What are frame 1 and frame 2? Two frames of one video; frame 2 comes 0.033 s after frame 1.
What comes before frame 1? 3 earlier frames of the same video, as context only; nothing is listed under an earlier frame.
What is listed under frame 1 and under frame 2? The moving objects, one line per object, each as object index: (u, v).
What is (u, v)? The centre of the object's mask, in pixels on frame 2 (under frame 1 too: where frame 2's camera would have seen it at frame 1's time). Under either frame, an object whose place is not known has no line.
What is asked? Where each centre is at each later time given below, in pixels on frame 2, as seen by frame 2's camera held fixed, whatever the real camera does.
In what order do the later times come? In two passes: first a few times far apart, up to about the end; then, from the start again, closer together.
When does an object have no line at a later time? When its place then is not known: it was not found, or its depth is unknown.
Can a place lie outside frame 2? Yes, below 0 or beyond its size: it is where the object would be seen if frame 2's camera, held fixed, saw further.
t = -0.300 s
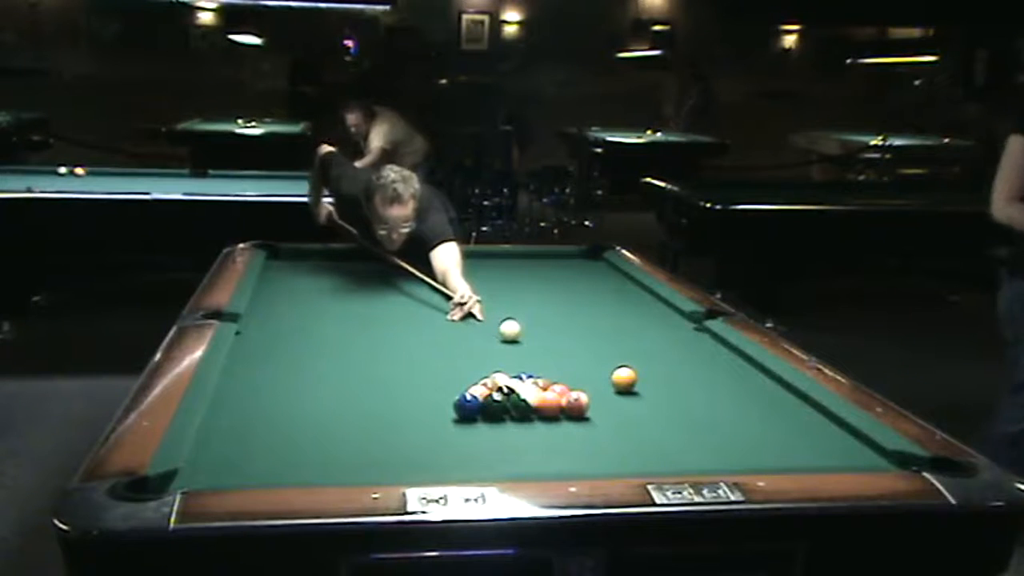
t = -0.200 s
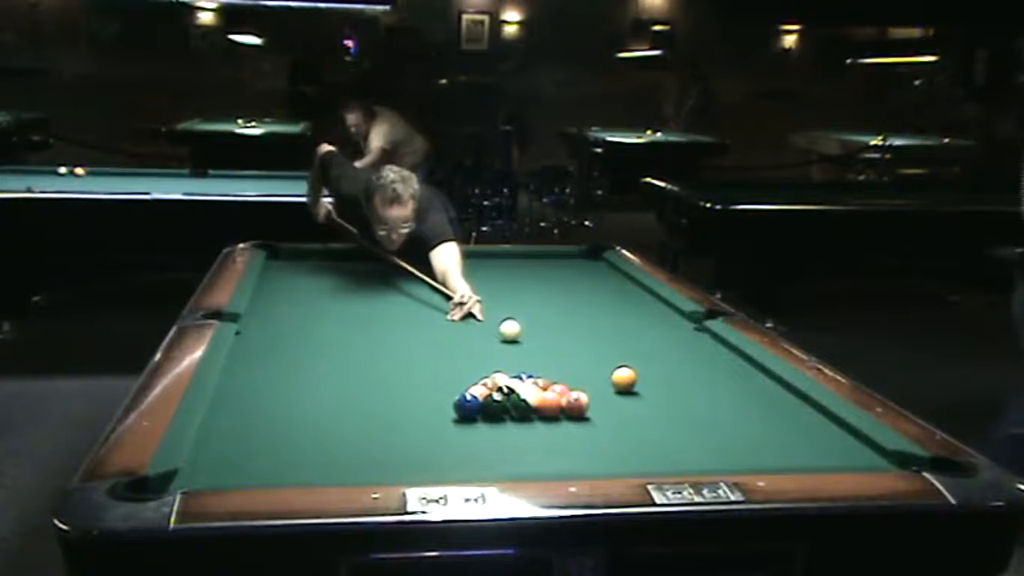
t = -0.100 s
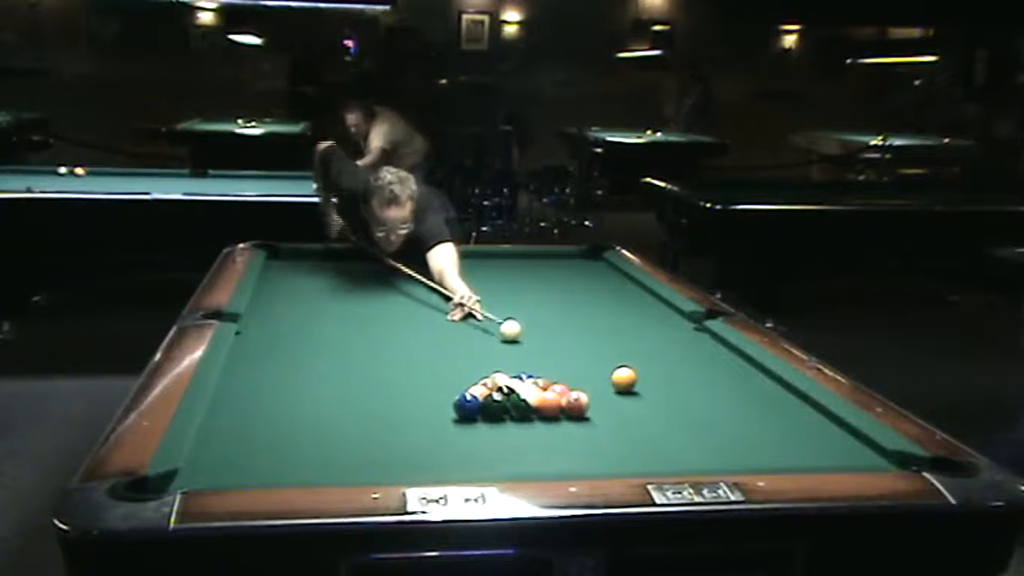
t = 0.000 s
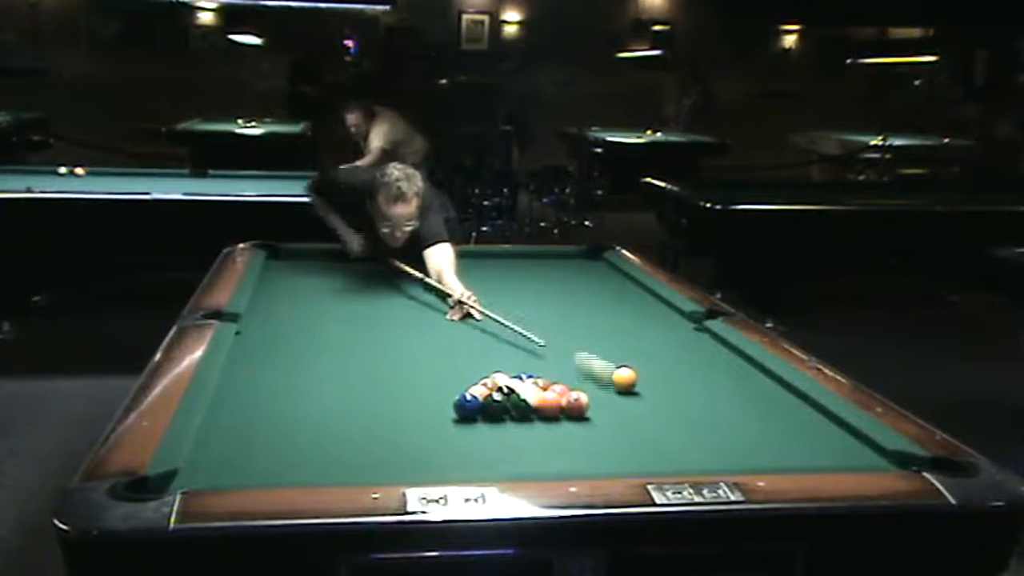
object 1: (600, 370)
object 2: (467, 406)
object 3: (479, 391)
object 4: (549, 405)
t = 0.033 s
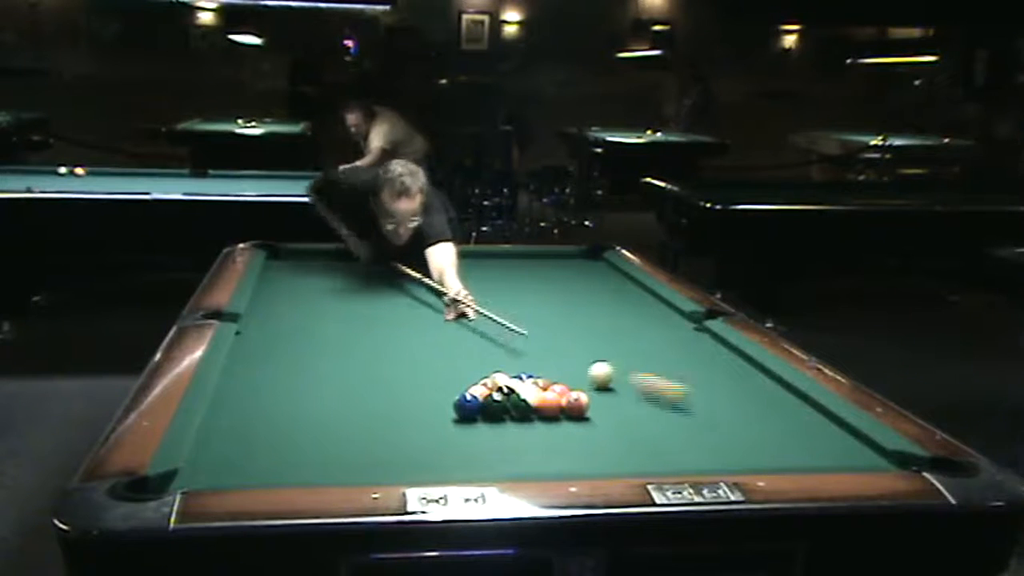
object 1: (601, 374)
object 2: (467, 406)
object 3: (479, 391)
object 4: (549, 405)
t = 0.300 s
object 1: (573, 386)
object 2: (461, 407)
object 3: (466, 390)
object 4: (551, 408)
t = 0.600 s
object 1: (614, 406)
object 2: (442, 411)
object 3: (431, 389)
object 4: (556, 419)
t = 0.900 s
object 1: (688, 431)
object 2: (426, 417)
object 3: (402, 388)
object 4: (561, 429)
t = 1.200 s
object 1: (761, 455)
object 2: (412, 420)
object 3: (375, 384)
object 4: (565, 438)
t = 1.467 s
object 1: (787, 454)
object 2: (402, 424)
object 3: (354, 381)
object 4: (569, 447)
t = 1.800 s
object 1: (797, 447)
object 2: (392, 426)
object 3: (332, 378)
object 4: (574, 454)
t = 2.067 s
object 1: (804, 439)
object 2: (388, 427)
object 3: (317, 376)
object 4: (577, 454)
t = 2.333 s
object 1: (809, 433)
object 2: (384, 429)
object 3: (303, 375)
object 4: (577, 458)
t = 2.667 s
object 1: (815, 427)
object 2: (383, 429)
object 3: (288, 373)
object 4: (582, 462)
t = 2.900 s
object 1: (819, 423)
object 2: (383, 430)
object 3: (281, 373)
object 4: (580, 461)
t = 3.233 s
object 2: (383, 429)
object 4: (579, 460)
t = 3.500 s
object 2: (383, 429)
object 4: (579, 460)
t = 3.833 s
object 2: (383, 429)
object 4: (579, 460)
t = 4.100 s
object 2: (383, 429)
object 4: (579, 460)
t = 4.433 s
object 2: (383, 430)
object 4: (579, 460)
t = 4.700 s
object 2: (383, 430)
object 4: (579, 460)
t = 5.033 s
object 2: (383, 430)
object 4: (579, 460)
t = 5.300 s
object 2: (383, 429)
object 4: (579, 460)
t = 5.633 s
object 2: (383, 429)
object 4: (579, 460)
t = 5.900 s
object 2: (384, 429)
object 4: (579, 460)
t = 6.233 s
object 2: (383, 429)
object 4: (579, 460)
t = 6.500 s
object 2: (383, 430)
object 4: (579, 460)
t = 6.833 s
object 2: (383, 430)
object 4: (579, 460)
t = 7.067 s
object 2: (383, 430)
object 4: (579, 460)
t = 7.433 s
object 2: (383, 430)
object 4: (579, 460)
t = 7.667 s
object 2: (383, 430)
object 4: (579, 460)
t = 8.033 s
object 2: (383, 430)
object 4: (579, 460)
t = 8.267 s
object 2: (383, 431)
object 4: (579, 460)
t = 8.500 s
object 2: (383, 431)
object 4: (579, 460)
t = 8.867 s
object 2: (383, 431)
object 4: (579, 460)
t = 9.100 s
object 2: (383, 430)
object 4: (579, 460)
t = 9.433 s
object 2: (383, 430)
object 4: (579, 460)
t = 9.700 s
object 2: (383, 430)
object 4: (579, 460)
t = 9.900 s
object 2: (383, 430)
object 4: (579, 460)
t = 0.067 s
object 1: (594, 377)
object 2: (467, 406)
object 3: (479, 391)
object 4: (549, 405)
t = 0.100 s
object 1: (587, 378)
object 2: (467, 406)
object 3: (479, 391)
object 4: (549, 405)
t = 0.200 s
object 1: (570, 382)
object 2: (467, 406)
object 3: (479, 391)
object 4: (547, 405)
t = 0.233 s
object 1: (569, 383)
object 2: (465, 406)
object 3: (477, 391)
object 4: (550, 406)
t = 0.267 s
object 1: (572, 385)
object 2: (463, 406)
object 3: (473, 391)
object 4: (550, 407)
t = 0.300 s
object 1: (573, 386)
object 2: (461, 407)
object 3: (466, 390)
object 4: (551, 408)
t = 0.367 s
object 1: (578, 390)
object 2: (456, 407)
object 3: (459, 390)
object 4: (552, 410)
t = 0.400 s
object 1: (581, 393)
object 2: (454, 408)
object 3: (455, 389)
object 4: (552, 411)
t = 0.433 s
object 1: (584, 395)
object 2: (451, 408)
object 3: (451, 389)
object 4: (554, 412)
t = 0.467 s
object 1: (589, 397)
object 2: (449, 409)
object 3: (447, 389)
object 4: (554, 413)
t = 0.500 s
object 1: (594, 399)
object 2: (447, 409)
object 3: (442, 389)
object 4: (555, 415)
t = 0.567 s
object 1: (607, 403)
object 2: (445, 411)
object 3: (435, 390)
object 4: (556, 417)
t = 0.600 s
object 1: (614, 406)
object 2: (442, 411)
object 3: (431, 389)
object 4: (556, 419)
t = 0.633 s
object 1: (621, 409)
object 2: (441, 412)
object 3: (427, 390)
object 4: (557, 420)
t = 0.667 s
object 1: (629, 411)
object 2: (439, 413)
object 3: (424, 389)
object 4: (557, 421)
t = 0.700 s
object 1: (636, 413)
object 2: (437, 413)
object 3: (420, 389)
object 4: (558, 422)
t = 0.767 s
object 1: (652, 417)
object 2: (433, 415)
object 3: (414, 389)
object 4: (559, 424)
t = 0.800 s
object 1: (661, 421)
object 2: (431, 415)
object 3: (411, 388)
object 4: (559, 425)
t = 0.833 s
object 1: (670, 424)
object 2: (429, 416)
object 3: (408, 389)
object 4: (560, 427)
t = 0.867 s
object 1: (679, 428)
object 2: (428, 416)
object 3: (405, 388)
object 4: (560, 427)
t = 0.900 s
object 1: (688, 431)
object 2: (426, 417)
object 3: (402, 388)
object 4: (561, 429)
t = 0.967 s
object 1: (704, 437)
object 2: (423, 418)
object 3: (395, 387)
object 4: (562, 430)
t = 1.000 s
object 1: (712, 441)
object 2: (421, 418)
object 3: (392, 386)
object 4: (562, 432)
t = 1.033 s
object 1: (720, 443)
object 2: (419, 418)
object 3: (389, 386)
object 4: (562, 433)
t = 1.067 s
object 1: (727, 446)
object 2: (418, 419)
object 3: (386, 386)
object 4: (563, 434)
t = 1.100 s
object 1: (736, 449)
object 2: (416, 419)
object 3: (383, 385)
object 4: (563, 435)
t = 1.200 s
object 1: (761, 455)
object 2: (412, 420)
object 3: (375, 384)
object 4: (565, 438)
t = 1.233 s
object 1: (769, 457)
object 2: (410, 420)
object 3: (372, 384)
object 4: (566, 439)
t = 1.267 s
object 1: (778, 458)
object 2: (409, 421)
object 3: (370, 384)
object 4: (566, 440)
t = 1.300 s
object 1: (783, 459)
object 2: (408, 422)
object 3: (367, 384)
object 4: (567, 442)
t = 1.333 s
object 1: (783, 458)
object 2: (406, 422)
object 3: (364, 383)
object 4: (568, 443)
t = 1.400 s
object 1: (786, 455)
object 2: (404, 423)
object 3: (359, 382)
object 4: (569, 445)
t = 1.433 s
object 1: (786, 454)
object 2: (403, 423)
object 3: (357, 381)
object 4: (569, 446)
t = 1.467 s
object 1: (787, 454)
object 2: (402, 424)
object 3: (354, 381)
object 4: (569, 447)
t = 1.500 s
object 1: (788, 453)
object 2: (401, 424)
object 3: (352, 380)
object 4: (570, 447)
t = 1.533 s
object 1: (790, 453)
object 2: (400, 424)
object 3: (349, 380)
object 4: (570, 449)
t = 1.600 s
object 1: (792, 451)
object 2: (398, 425)
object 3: (344, 380)
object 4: (571, 450)
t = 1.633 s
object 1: (793, 450)
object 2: (397, 426)
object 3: (342, 379)
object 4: (571, 451)
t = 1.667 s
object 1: (794, 450)
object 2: (396, 425)
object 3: (340, 379)
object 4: (572, 452)
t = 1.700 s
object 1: (795, 449)
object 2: (395, 426)
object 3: (338, 379)
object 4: (573, 452)
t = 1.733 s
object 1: (796, 448)
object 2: (394, 426)
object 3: (336, 378)
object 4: (573, 453)
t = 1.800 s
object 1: (797, 447)
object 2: (392, 426)
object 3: (332, 378)
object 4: (574, 454)
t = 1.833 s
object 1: (798, 445)
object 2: (392, 427)
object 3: (330, 378)
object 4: (574, 455)
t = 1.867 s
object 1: (799, 444)
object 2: (391, 427)
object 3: (328, 378)
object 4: (575, 455)
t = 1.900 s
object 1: (800, 443)
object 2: (390, 427)
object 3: (326, 377)
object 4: (575, 456)
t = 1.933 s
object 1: (800, 442)
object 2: (390, 427)
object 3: (324, 377)
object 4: (576, 456)
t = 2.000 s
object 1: (802, 441)
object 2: (388, 427)
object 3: (320, 377)
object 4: (577, 457)
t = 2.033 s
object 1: (803, 440)
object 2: (388, 427)
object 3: (318, 376)
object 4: (577, 457)
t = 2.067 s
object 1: (804, 439)
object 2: (388, 427)
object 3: (317, 376)
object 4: (577, 454)
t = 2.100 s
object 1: (804, 438)
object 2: (387, 428)
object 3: (315, 376)
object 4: (578, 457)
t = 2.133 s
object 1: (806, 438)
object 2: (387, 428)
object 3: (313, 376)
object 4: (575, 455)
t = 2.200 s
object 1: (807, 435)
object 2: (386, 428)
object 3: (310, 376)
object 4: (576, 457)
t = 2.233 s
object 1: (808, 435)
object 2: (385, 429)
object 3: (308, 375)
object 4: (579, 458)
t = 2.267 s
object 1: (808, 434)
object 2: (385, 429)
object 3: (305, 375)
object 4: (576, 458)
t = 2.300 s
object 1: (808, 434)
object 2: (385, 429)
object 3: (303, 374)
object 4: (576, 458)
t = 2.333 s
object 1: (809, 433)
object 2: (384, 429)
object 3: (303, 375)
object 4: (577, 458)
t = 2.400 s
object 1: (811, 431)
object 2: (384, 429)
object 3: (301, 375)
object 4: (578, 460)
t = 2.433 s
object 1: (812, 430)
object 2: (384, 429)
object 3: (299, 375)
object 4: (580, 460)
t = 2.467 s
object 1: (812, 430)
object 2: (384, 429)
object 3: (298, 375)
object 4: (580, 460)
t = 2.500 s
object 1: (813, 430)
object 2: (384, 429)
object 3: (296, 374)
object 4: (581, 461)
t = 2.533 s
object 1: (813, 429)
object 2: (383, 429)
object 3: (293, 374)
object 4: (582, 462)
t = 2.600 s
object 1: (814, 427)
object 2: (383, 429)
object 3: (291, 374)
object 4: (583, 462)
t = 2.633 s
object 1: (815, 427)
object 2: (383, 429)
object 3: (290, 374)
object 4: (583, 462)
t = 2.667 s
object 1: (815, 427)
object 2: (383, 429)
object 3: (288, 373)
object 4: (582, 462)
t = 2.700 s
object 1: (815, 426)
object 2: (383, 429)
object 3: (287, 373)
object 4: (582, 462)
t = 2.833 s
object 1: (818, 424)
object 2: (383, 430)
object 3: (283, 373)
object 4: (580, 461)
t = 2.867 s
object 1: (818, 424)
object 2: (383, 429)
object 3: (282, 373)
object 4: (580, 461)
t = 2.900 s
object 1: (819, 423)
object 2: (383, 430)
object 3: (281, 373)
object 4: (580, 461)
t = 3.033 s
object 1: (821, 422)
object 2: (383, 429)
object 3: (277, 372)
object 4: (579, 460)
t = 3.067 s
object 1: (821, 422)
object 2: (383, 429)
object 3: (277, 372)
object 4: (579, 460)
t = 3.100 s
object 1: (822, 421)
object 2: (383, 429)
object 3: (276, 372)
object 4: (579, 460)
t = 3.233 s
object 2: (383, 429)
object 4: (579, 460)
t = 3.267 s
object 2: (383, 429)
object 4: (579, 460)
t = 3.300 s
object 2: (383, 429)
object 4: (579, 460)
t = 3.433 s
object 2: (383, 429)
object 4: (579, 460)
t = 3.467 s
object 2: (383, 429)
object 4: (579, 460)
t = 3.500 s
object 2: (383, 429)
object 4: (579, 460)
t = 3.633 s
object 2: (383, 430)
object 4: (579, 460)
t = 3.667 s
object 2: (383, 429)
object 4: (579, 460)
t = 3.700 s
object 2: (383, 429)
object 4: (579, 460)
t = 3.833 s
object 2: (383, 429)
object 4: (579, 460)
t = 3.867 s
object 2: (383, 429)
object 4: (579, 460)
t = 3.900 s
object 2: (383, 430)
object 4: (579, 460)
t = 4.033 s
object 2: (383, 429)
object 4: (579, 460)
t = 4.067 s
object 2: (383, 430)
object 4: (579, 460)
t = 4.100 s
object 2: (383, 429)
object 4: (579, 460)
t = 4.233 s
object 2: (383, 430)
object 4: (579, 460)
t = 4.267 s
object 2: (383, 430)
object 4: (579, 460)
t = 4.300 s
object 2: (383, 430)
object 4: (579, 460)
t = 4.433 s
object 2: (383, 430)
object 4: (579, 460)
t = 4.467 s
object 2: (383, 430)
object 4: (579, 460)
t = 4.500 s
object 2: (383, 430)
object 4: (579, 460)
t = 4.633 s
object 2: (383, 430)
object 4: (579, 460)
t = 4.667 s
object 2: (383, 430)
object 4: (579, 460)
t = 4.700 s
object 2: (383, 430)
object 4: (579, 460)
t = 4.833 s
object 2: (383, 430)
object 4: (579, 460)
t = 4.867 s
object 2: (383, 430)
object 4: (579, 460)
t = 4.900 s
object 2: (383, 430)
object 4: (579, 460)
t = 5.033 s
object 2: (383, 430)
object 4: (579, 460)
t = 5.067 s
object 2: (383, 430)
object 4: (579, 460)
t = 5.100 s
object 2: (383, 430)
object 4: (579, 460)
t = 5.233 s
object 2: (383, 430)
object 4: (579, 460)
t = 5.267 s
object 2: (383, 429)
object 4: (579, 460)
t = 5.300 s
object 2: (383, 429)
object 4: (579, 460)
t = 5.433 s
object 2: (383, 429)
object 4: (579, 460)
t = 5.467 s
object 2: (383, 429)
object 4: (579, 460)
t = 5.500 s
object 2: (383, 429)
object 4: (579, 460)
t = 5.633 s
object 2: (383, 429)
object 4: (579, 460)
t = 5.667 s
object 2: (383, 429)
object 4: (579, 460)
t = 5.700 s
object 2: (383, 429)
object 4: (579, 460)
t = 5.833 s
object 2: (383, 429)
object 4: (579, 460)
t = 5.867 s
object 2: (383, 429)
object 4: (579, 460)
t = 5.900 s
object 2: (384, 429)
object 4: (579, 460)
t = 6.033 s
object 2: (384, 429)
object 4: (579, 460)
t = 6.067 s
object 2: (384, 429)
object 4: (579, 460)
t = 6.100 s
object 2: (383, 429)
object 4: (579, 460)
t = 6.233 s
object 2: (383, 429)
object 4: (579, 460)
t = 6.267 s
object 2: (383, 429)
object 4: (579, 460)
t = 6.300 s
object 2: (383, 430)
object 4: (579, 460)
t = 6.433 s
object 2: (383, 430)
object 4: (579, 460)
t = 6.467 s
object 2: (383, 430)
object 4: (579, 460)
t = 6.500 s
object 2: (383, 430)
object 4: (579, 460)
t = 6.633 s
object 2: (383, 430)
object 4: (579, 460)
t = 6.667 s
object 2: (383, 430)
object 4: (579, 460)
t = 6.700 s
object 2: (383, 430)
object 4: (579, 460)
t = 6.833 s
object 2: (383, 430)
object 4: (579, 460)
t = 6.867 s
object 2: (383, 430)
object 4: (579, 460)
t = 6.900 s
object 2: (383, 430)
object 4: (579, 460)
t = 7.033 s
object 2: (383, 430)
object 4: (579, 460)
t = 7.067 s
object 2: (383, 430)
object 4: (579, 460)
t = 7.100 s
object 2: (383, 430)
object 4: (579, 460)
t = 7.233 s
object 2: (383, 430)
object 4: (579, 460)
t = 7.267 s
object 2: (383, 430)
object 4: (579, 460)
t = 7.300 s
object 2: (383, 430)
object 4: (579, 460)
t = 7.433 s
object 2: (383, 430)
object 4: (579, 460)
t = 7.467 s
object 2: (383, 430)
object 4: (579, 460)
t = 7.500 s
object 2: (383, 430)
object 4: (579, 460)
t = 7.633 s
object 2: (383, 430)
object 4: (579, 460)
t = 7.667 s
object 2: (383, 430)
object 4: (579, 460)
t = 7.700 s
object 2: (383, 430)
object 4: (579, 460)
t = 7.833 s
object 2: (383, 430)
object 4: (579, 460)
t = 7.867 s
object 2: (383, 430)
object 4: (579, 460)
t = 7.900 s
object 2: (383, 430)
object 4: (579, 460)
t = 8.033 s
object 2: (383, 430)
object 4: (579, 460)
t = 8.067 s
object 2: (383, 430)
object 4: (579, 460)
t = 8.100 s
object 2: (383, 430)
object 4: (579, 460)
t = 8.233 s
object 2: (383, 431)
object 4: (579, 460)
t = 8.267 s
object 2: (383, 431)
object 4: (579, 460)
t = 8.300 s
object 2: (383, 431)
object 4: (579, 460)
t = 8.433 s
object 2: (383, 431)
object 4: (579, 460)
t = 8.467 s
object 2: (383, 431)
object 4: (579, 460)
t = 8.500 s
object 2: (383, 431)
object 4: (579, 460)
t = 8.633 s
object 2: (383, 431)
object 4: (579, 460)
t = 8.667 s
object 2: (383, 431)
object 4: (579, 460)
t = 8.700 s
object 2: (383, 431)
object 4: (579, 460)
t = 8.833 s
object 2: (383, 431)
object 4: (579, 460)
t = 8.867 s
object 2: (383, 431)
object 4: (579, 460)
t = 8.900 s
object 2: (383, 431)
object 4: (579, 460)
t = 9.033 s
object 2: (383, 431)
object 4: (579, 460)
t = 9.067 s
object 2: (383, 430)
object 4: (579, 460)
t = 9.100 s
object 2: (383, 430)
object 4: (579, 460)
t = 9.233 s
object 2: (383, 430)
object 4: (579, 460)
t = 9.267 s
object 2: (383, 430)
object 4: (579, 460)
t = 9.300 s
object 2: (383, 430)
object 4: (579, 460)
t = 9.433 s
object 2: (383, 430)
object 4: (579, 460)
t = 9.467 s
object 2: (383, 430)
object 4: (579, 460)
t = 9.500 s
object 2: (383, 430)
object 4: (579, 460)
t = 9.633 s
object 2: (383, 430)
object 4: (579, 460)
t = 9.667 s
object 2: (383, 430)
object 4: (579, 460)
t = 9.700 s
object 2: (383, 430)
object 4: (579, 460)
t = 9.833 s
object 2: (383, 430)
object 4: (579, 460)
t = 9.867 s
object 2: (383, 430)
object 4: (579, 460)
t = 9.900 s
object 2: (383, 430)
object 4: (579, 460)
